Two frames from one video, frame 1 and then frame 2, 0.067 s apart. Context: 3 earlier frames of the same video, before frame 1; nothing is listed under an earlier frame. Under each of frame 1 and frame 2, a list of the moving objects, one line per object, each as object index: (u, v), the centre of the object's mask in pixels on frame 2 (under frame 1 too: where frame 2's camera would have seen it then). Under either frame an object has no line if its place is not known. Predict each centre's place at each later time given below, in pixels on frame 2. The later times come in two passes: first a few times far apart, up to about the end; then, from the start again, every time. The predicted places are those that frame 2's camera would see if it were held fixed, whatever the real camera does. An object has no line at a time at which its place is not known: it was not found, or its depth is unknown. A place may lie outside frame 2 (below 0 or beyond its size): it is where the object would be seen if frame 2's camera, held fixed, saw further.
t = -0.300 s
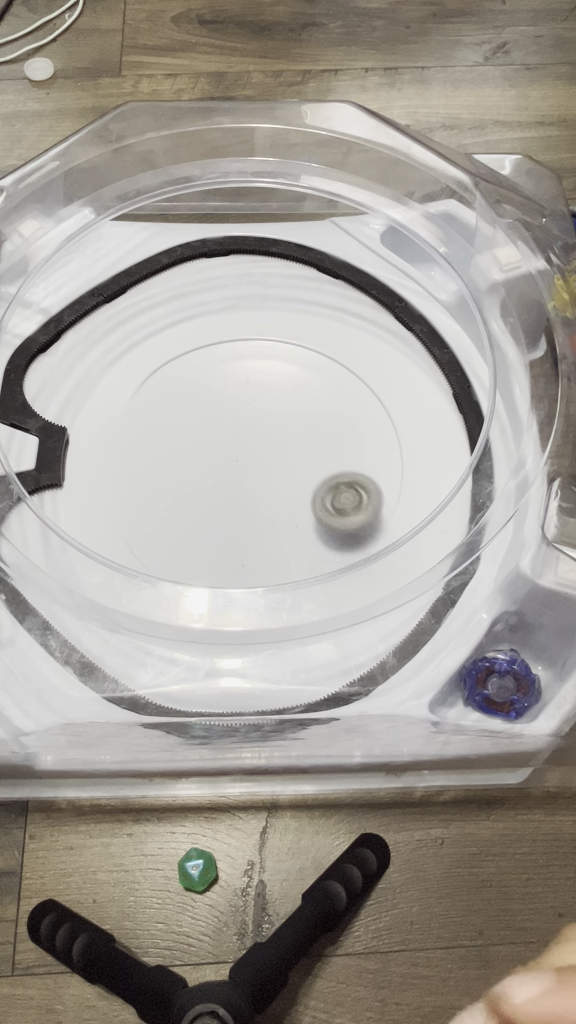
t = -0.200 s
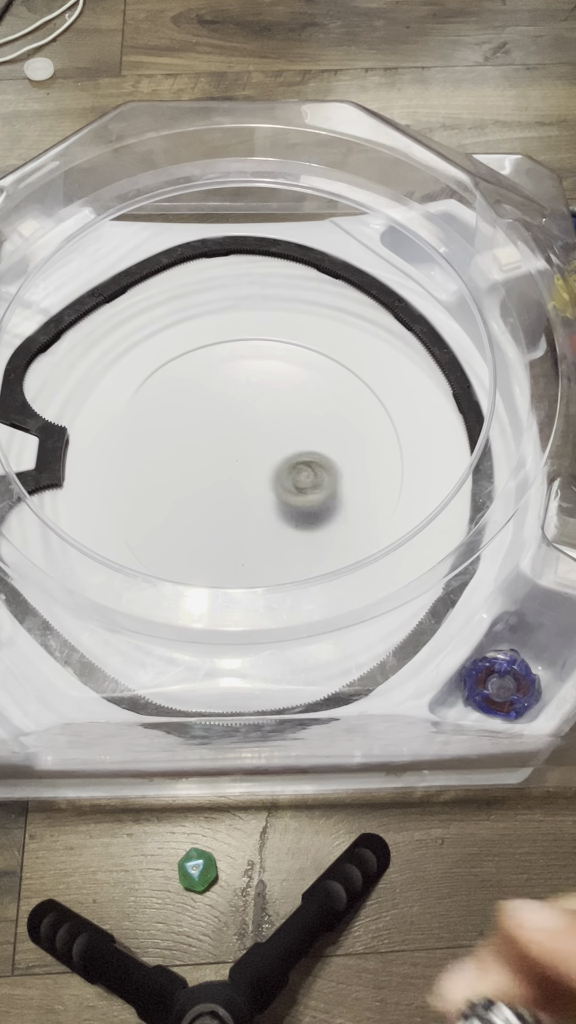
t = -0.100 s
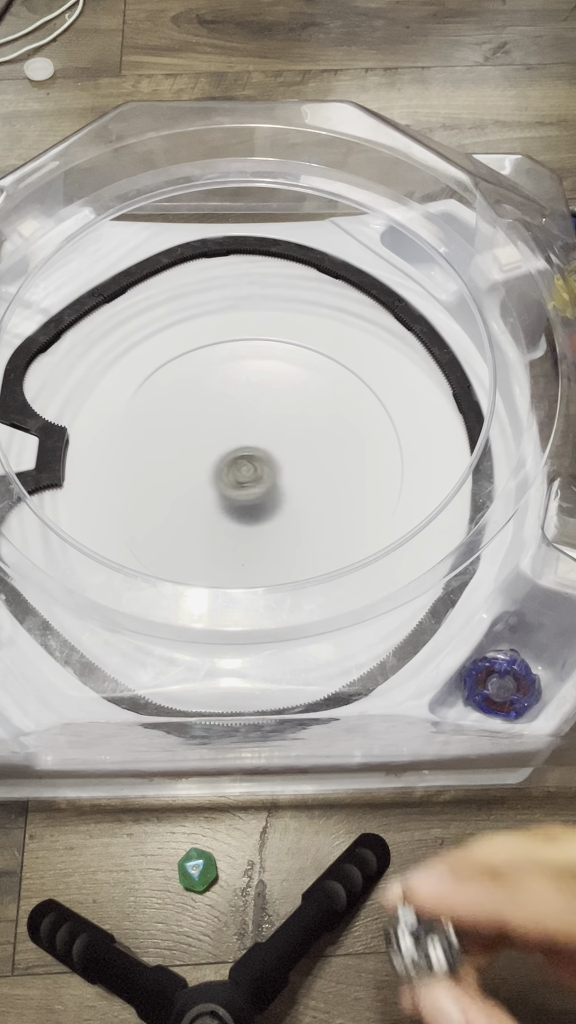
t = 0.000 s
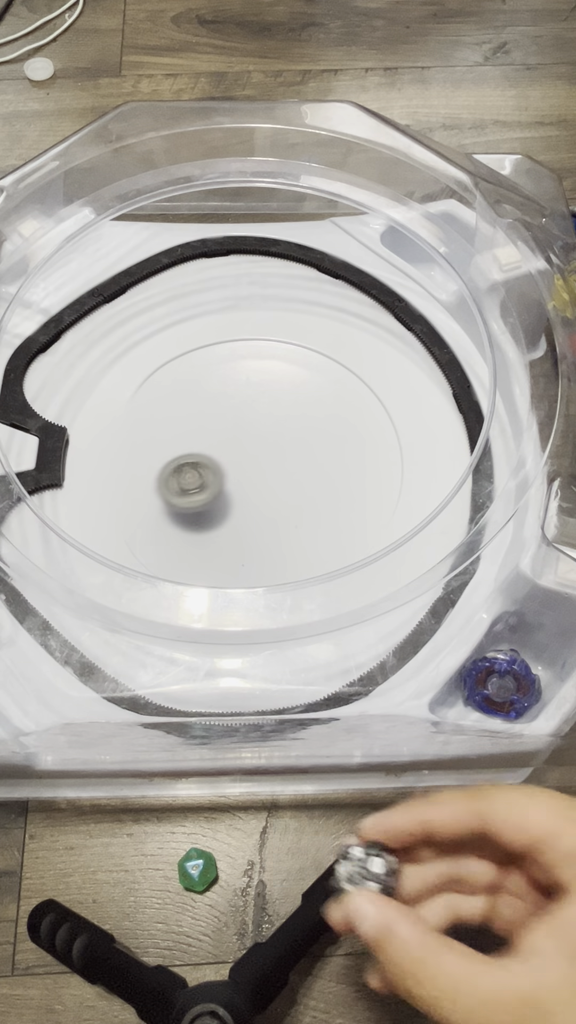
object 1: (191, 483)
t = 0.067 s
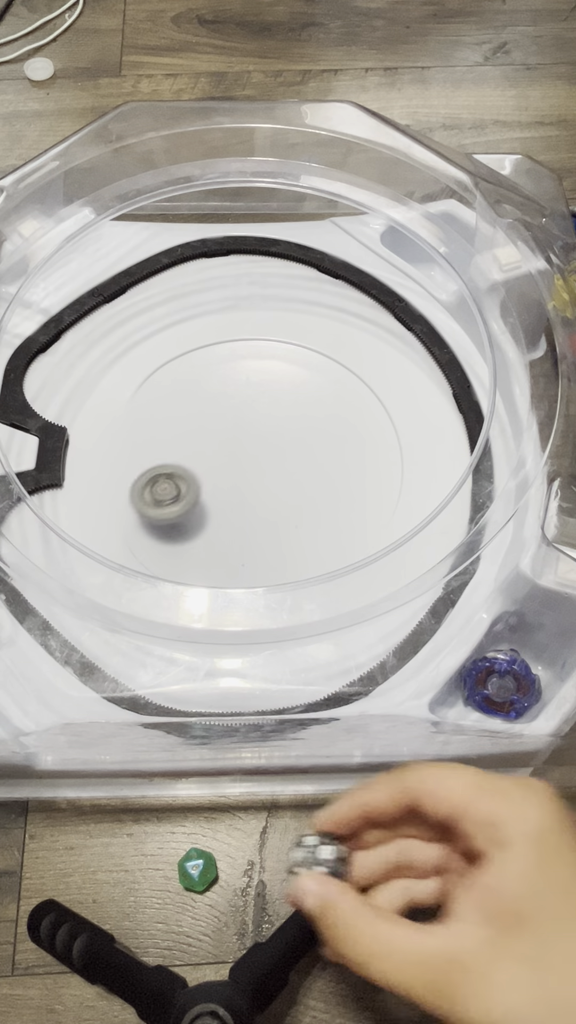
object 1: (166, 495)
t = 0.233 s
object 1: (154, 540)
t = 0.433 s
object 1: (245, 561)
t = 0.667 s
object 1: (313, 422)
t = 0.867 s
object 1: (214, 329)
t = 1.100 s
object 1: (75, 384)
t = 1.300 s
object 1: (282, 369)
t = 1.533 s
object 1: (443, 393)
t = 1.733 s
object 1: (381, 442)
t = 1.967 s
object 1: (258, 455)
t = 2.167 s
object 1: (238, 451)
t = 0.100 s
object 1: (157, 502)
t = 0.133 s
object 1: (152, 510)
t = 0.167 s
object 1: (150, 519)
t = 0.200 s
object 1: (151, 529)
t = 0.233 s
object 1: (154, 540)
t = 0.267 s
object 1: (160, 548)
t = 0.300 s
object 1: (171, 556)
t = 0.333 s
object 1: (187, 559)
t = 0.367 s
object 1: (205, 562)
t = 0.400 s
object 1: (224, 563)
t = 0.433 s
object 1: (245, 561)
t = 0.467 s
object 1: (267, 554)
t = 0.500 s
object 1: (287, 538)
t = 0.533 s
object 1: (302, 519)
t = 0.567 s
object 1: (313, 496)
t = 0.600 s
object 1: (318, 472)
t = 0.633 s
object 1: (319, 447)
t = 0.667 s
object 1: (313, 422)
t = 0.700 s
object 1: (305, 399)
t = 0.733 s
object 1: (292, 379)
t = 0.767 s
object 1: (276, 361)
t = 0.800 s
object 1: (257, 346)
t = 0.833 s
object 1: (236, 335)
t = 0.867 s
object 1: (214, 329)
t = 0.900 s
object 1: (192, 329)
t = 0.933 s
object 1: (172, 338)
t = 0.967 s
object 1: (152, 348)
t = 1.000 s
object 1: (132, 359)
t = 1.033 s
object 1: (114, 368)
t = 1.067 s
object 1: (95, 377)
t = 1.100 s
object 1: (75, 384)
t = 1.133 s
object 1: (59, 393)
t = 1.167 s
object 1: (65, 397)
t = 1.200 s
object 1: (123, 384)
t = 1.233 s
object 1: (176, 383)
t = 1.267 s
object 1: (232, 376)
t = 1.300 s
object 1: (282, 369)
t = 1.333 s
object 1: (329, 362)
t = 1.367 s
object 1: (371, 358)
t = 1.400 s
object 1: (406, 352)
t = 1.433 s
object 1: (436, 363)
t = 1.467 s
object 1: (448, 367)
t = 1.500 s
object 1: (447, 378)
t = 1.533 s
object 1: (443, 393)
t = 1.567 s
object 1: (438, 400)
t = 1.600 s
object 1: (430, 413)
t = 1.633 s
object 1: (420, 420)
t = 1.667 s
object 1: (410, 427)
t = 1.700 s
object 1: (397, 437)
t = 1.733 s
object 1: (381, 442)
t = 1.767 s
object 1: (364, 449)
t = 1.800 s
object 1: (346, 454)
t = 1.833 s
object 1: (327, 457)
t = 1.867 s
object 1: (307, 458)
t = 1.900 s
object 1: (289, 458)
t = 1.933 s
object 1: (273, 457)
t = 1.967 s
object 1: (258, 455)
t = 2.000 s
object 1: (246, 453)
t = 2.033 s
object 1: (238, 451)
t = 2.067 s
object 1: (232, 450)
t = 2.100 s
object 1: (231, 449)
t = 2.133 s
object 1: (232, 449)
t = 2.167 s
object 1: (238, 451)
